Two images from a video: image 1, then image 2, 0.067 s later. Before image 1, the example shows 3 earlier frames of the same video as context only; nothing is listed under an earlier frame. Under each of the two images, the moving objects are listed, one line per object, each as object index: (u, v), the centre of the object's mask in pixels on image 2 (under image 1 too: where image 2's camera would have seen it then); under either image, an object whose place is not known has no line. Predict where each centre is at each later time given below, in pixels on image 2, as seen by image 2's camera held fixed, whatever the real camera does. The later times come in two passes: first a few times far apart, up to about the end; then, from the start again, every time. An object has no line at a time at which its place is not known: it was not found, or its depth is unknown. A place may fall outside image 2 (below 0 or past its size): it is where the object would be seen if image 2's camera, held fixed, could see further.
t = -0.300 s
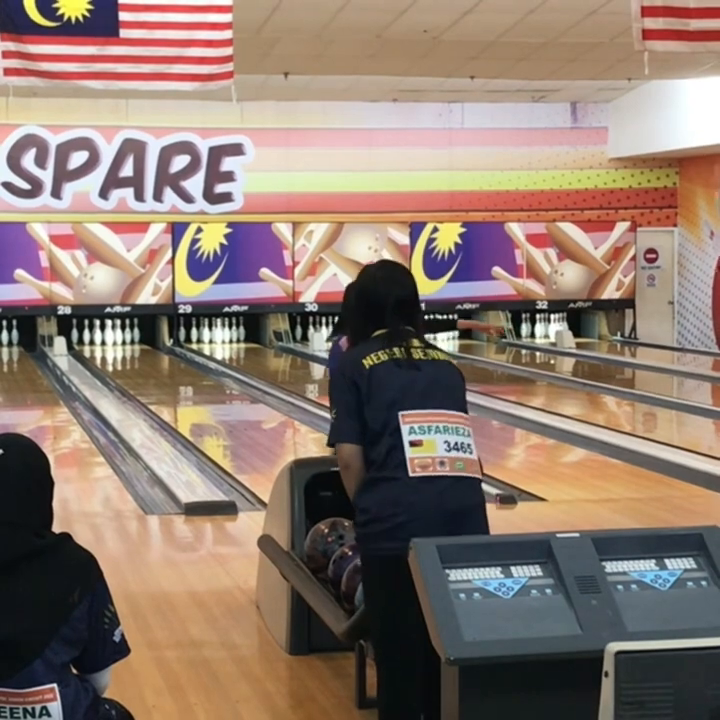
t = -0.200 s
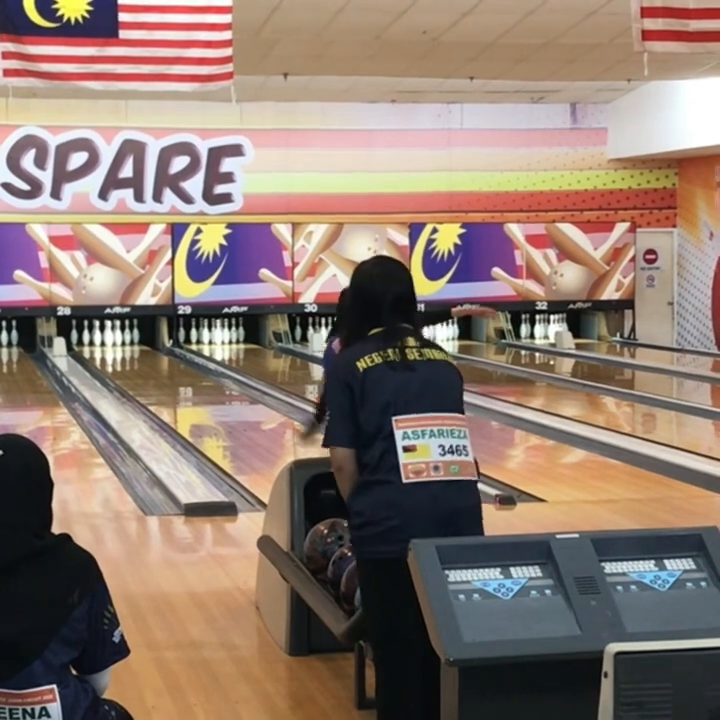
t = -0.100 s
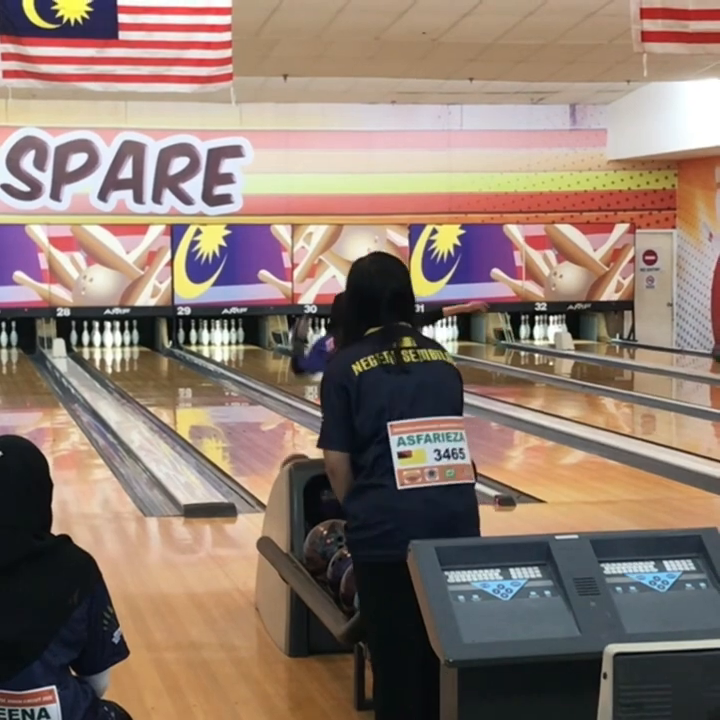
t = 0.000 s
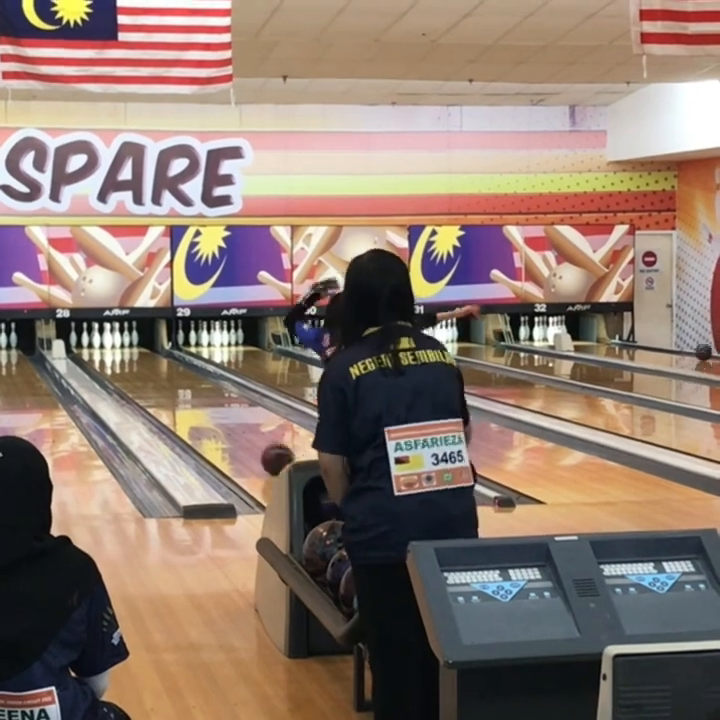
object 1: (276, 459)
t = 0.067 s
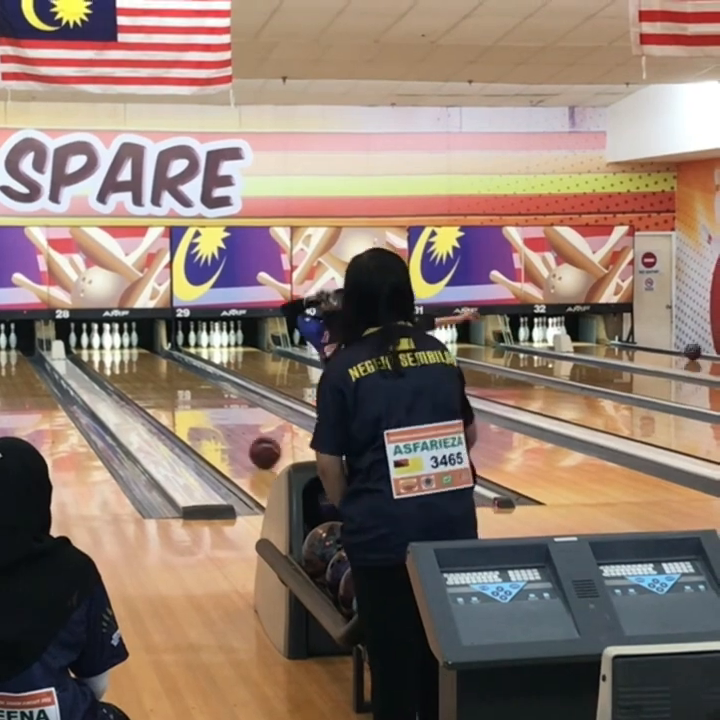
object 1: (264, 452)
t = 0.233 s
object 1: (238, 435)
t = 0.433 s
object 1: (212, 418)
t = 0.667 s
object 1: (188, 402)
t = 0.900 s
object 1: (168, 390)
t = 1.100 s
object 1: (155, 380)
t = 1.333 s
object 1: (141, 370)
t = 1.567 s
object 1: (129, 362)
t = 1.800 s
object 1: (121, 355)
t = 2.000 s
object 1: (116, 350)
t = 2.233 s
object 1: (112, 345)
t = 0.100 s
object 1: (259, 448)
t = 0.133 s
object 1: (253, 445)
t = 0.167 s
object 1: (248, 441)
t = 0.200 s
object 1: (243, 438)
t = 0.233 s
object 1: (238, 435)
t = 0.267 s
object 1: (233, 432)
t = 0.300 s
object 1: (229, 429)
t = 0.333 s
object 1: (224, 426)
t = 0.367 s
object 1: (221, 423)
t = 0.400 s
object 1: (216, 420)
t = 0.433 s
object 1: (212, 418)
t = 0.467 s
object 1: (209, 415)
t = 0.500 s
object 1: (205, 413)
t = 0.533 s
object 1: (201, 411)
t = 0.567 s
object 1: (198, 409)
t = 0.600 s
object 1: (194, 406)
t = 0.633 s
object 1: (191, 404)
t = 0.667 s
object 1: (188, 402)
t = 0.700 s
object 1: (185, 401)
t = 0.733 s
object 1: (182, 399)
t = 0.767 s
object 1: (179, 397)
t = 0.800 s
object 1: (177, 395)
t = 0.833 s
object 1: (174, 394)
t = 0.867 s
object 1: (171, 391)
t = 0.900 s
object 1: (168, 390)
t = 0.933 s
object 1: (166, 388)
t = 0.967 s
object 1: (164, 386)
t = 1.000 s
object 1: (161, 384)
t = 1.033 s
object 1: (159, 383)
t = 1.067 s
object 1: (157, 381)
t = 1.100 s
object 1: (155, 380)
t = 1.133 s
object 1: (153, 379)
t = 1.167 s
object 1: (150, 378)
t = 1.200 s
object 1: (149, 376)
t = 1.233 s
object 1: (147, 375)
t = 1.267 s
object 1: (145, 373)
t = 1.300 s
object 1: (143, 372)
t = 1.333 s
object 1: (141, 370)
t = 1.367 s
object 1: (138, 369)
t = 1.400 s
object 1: (137, 367)
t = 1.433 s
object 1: (136, 366)
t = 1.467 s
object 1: (134, 365)
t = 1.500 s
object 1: (132, 364)
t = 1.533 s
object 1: (130, 363)
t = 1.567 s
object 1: (129, 362)
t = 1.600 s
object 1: (128, 361)
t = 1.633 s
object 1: (127, 360)
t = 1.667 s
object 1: (126, 359)
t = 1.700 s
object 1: (124, 358)
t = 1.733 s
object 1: (123, 357)
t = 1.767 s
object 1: (123, 356)
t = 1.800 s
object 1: (121, 355)
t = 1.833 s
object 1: (120, 354)
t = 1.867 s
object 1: (119, 353)
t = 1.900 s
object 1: (118, 352)
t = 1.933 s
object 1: (117, 351)
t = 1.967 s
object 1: (117, 351)
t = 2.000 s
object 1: (116, 350)
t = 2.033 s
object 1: (115, 349)
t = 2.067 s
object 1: (115, 348)
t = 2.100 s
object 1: (114, 348)
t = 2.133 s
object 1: (113, 347)
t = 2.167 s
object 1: (113, 346)
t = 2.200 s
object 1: (112, 346)
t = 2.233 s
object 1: (112, 345)
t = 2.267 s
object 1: (111, 344)
